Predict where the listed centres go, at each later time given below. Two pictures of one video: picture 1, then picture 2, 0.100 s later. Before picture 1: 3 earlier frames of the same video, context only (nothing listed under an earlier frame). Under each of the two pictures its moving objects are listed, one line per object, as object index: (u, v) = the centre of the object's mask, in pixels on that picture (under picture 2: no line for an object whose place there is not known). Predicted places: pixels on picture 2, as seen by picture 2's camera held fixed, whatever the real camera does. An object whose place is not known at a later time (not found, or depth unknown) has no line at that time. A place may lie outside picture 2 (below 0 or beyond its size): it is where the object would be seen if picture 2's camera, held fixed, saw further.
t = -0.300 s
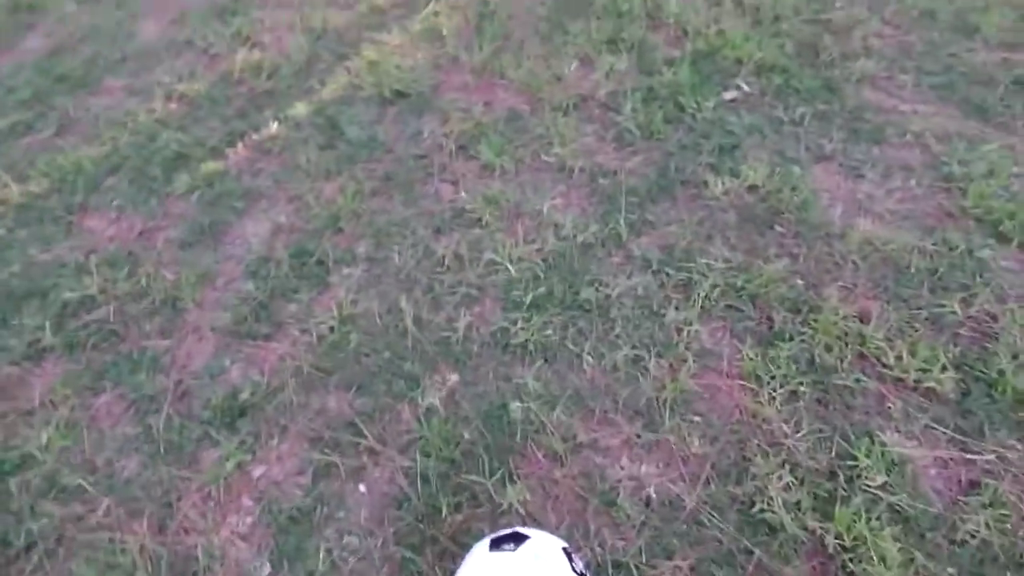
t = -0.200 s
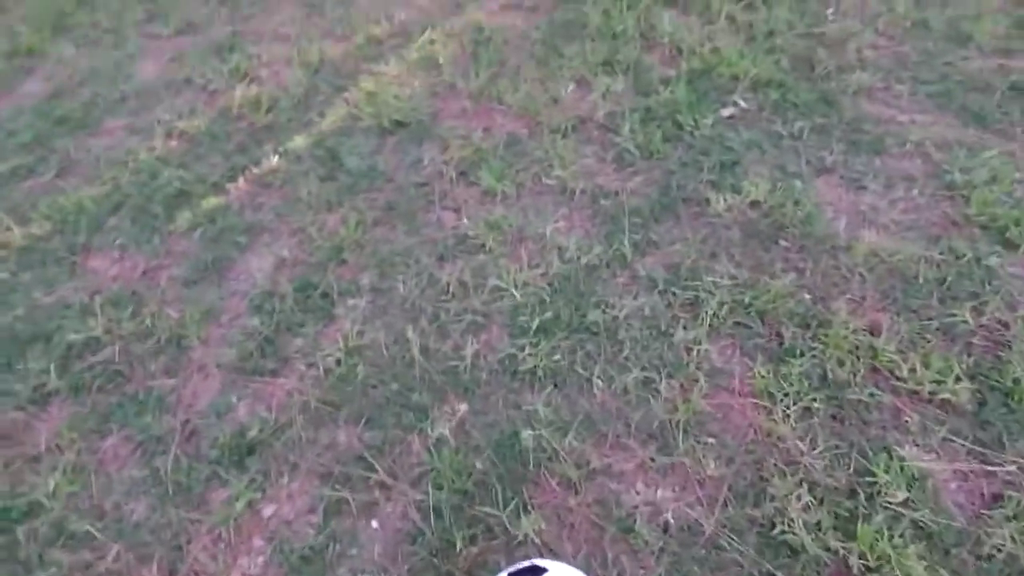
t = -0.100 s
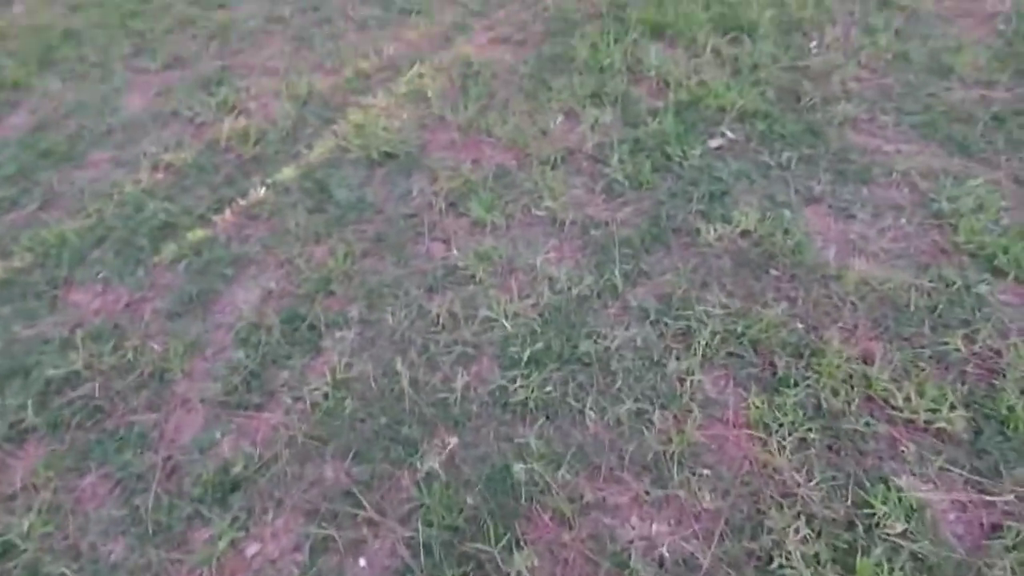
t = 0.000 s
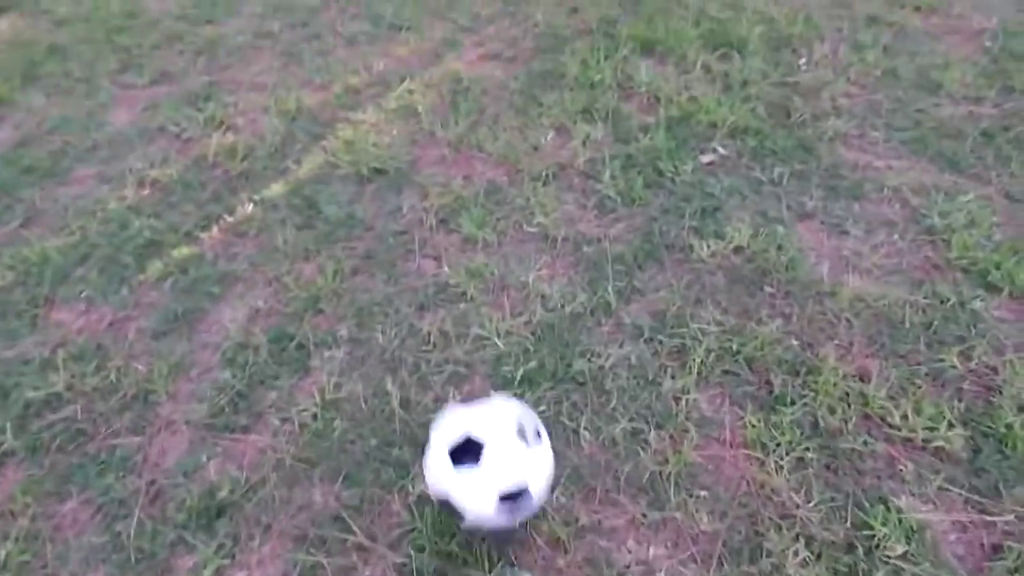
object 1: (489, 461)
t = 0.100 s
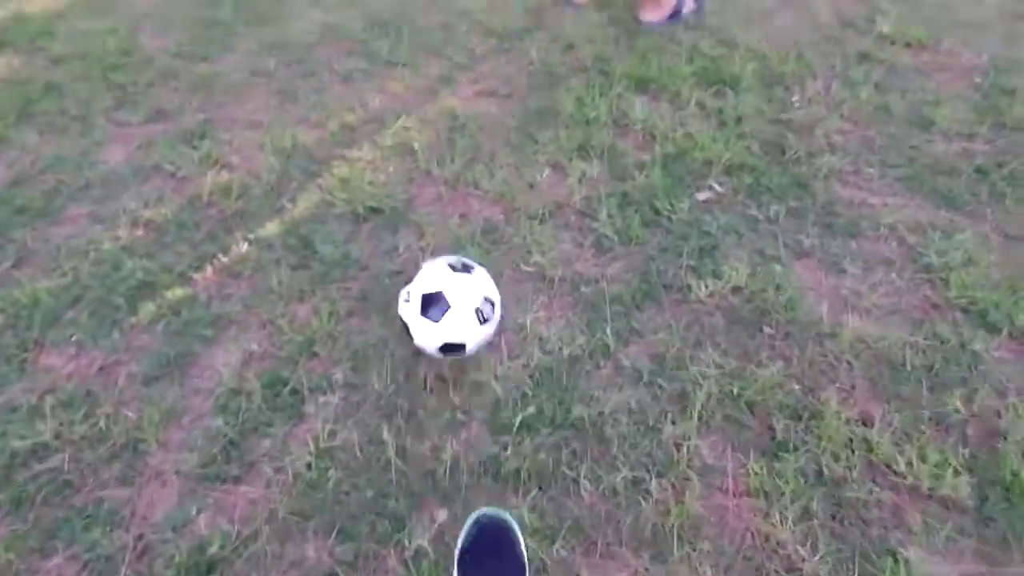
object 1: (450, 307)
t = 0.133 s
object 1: (441, 264)
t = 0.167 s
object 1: (433, 231)
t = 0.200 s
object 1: (426, 202)
